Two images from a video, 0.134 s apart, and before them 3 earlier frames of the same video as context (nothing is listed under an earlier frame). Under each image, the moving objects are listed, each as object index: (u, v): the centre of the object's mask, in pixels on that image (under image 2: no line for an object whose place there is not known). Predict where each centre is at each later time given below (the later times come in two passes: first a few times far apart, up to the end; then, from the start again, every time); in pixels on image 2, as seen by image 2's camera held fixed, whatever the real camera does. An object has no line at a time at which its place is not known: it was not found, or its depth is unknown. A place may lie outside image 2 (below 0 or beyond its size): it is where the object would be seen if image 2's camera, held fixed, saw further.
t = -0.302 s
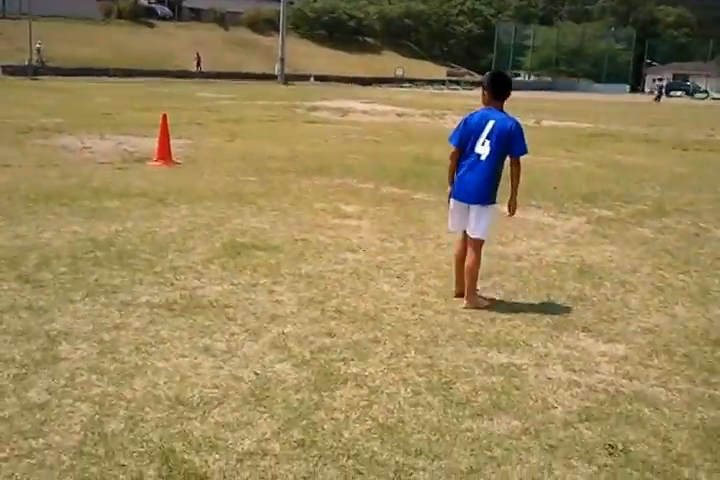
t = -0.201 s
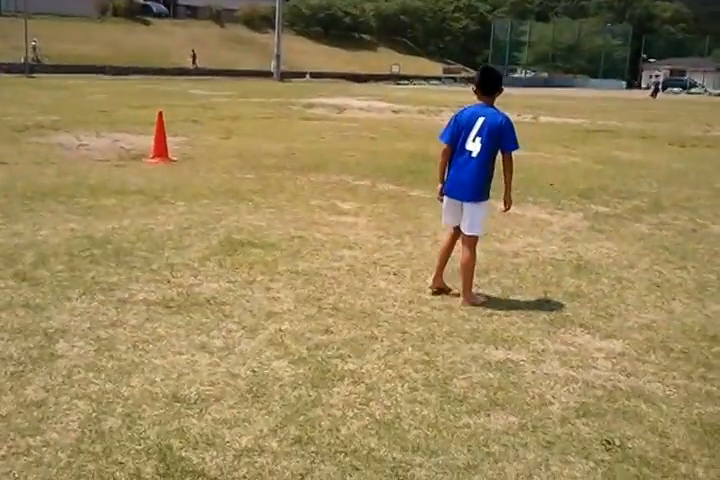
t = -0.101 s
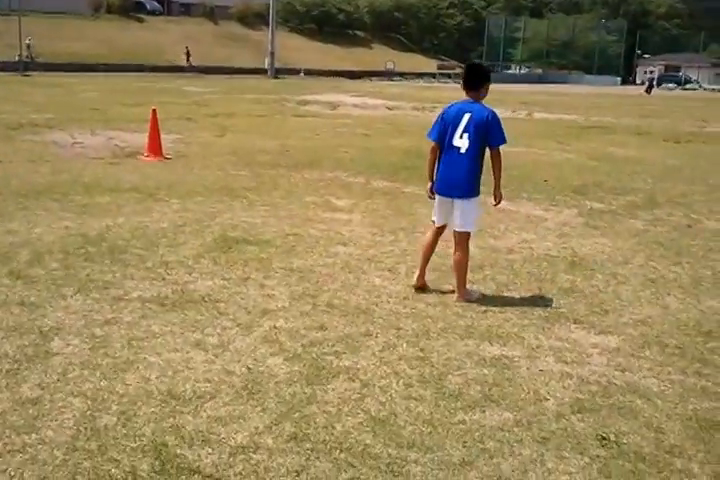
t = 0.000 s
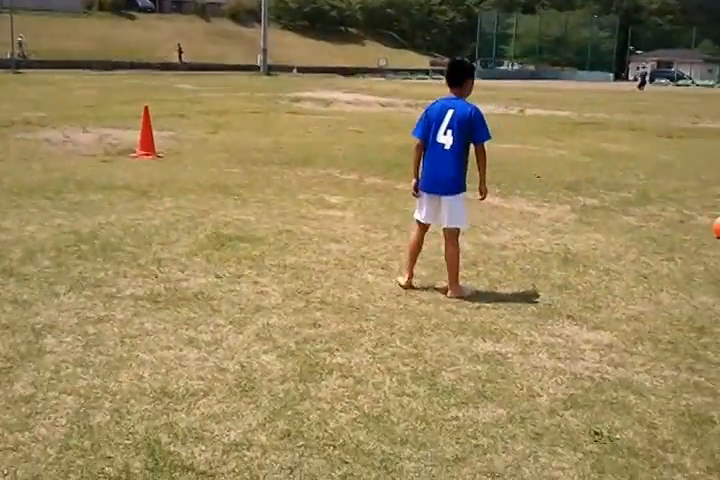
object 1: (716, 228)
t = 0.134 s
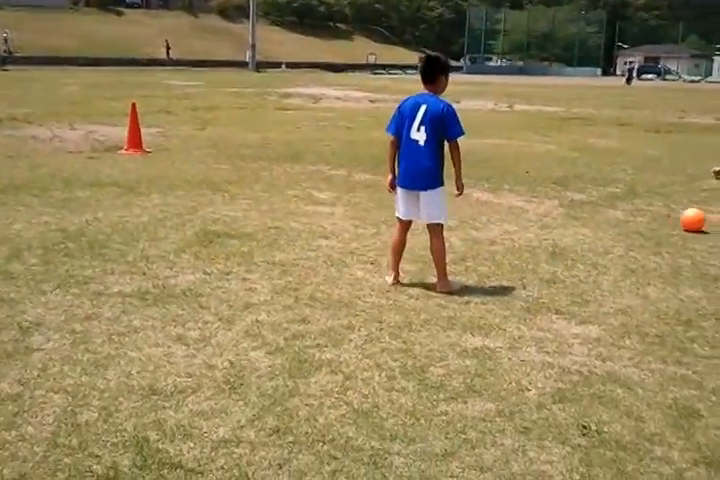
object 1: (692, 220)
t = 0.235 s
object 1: (678, 219)
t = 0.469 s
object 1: (649, 218)
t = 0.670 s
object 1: (626, 217)
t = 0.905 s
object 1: (601, 216)
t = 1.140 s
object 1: (580, 214)
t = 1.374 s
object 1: (561, 213)
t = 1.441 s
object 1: (556, 213)
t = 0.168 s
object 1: (687, 220)
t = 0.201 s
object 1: (683, 219)
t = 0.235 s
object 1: (678, 219)
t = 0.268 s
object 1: (674, 219)
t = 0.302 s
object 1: (669, 219)
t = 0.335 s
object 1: (665, 219)
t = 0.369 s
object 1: (661, 219)
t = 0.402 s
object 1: (657, 219)
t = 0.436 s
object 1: (653, 219)
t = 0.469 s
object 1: (649, 218)
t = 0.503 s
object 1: (645, 218)
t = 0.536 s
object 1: (642, 218)
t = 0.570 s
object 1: (637, 218)
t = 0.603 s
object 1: (633, 218)
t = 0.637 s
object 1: (630, 217)
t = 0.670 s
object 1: (626, 217)
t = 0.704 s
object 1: (622, 217)
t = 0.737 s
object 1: (618, 217)
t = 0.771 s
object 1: (615, 217)
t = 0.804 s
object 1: (611, 217)
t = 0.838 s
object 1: (608, 216)
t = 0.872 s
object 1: (604, 216)
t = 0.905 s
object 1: (601, 216)
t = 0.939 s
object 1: (598, 215)
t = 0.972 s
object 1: (595, 215)
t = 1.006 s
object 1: (591, 215)
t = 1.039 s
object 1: (589, 215)
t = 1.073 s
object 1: (585, 215)
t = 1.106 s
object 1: (582, 214)
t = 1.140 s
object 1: (580, 214)
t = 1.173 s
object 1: (576, 214)
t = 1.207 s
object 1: (574, 214)
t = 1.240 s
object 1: (571, 214)
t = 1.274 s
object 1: (568, 214)
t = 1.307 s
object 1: (566, 214)
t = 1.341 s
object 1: (563, 213)
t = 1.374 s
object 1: (561, 213)
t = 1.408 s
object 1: (558, 213)
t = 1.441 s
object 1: (556, 213)
